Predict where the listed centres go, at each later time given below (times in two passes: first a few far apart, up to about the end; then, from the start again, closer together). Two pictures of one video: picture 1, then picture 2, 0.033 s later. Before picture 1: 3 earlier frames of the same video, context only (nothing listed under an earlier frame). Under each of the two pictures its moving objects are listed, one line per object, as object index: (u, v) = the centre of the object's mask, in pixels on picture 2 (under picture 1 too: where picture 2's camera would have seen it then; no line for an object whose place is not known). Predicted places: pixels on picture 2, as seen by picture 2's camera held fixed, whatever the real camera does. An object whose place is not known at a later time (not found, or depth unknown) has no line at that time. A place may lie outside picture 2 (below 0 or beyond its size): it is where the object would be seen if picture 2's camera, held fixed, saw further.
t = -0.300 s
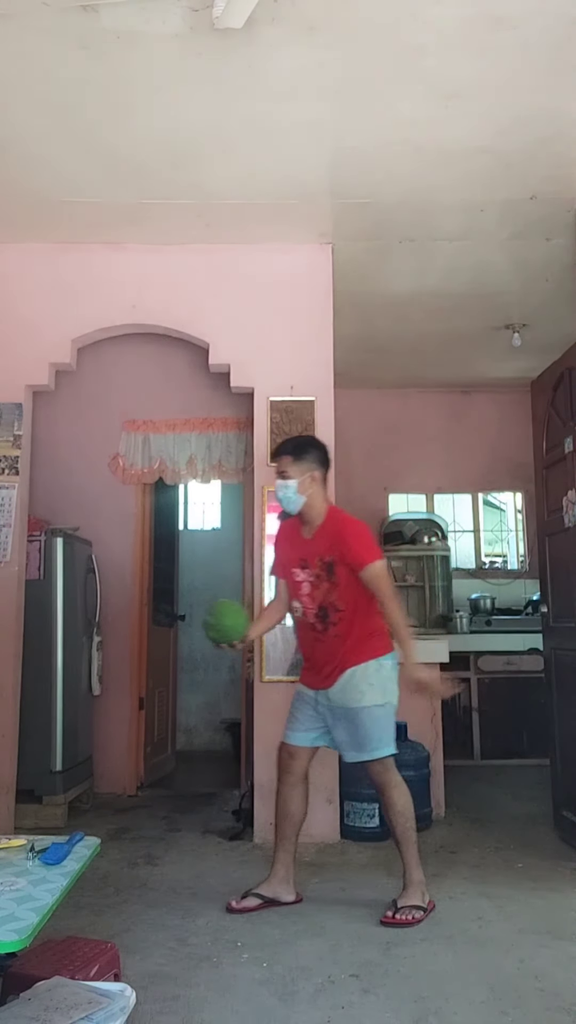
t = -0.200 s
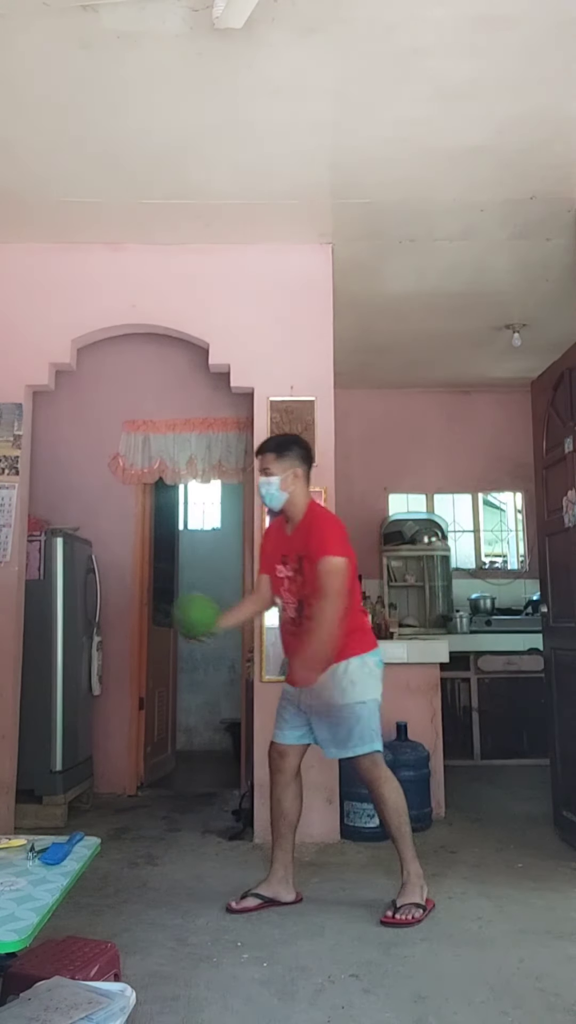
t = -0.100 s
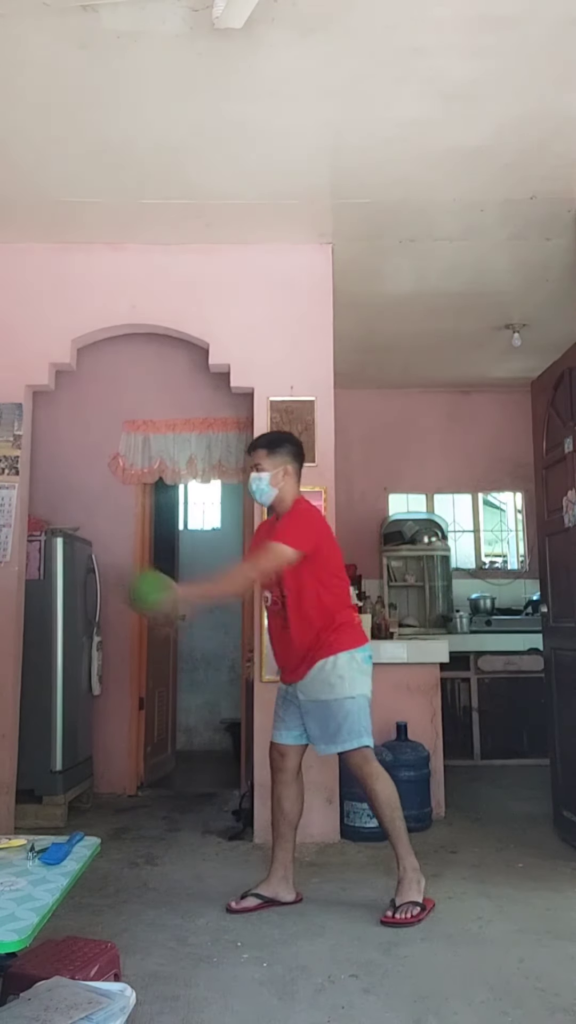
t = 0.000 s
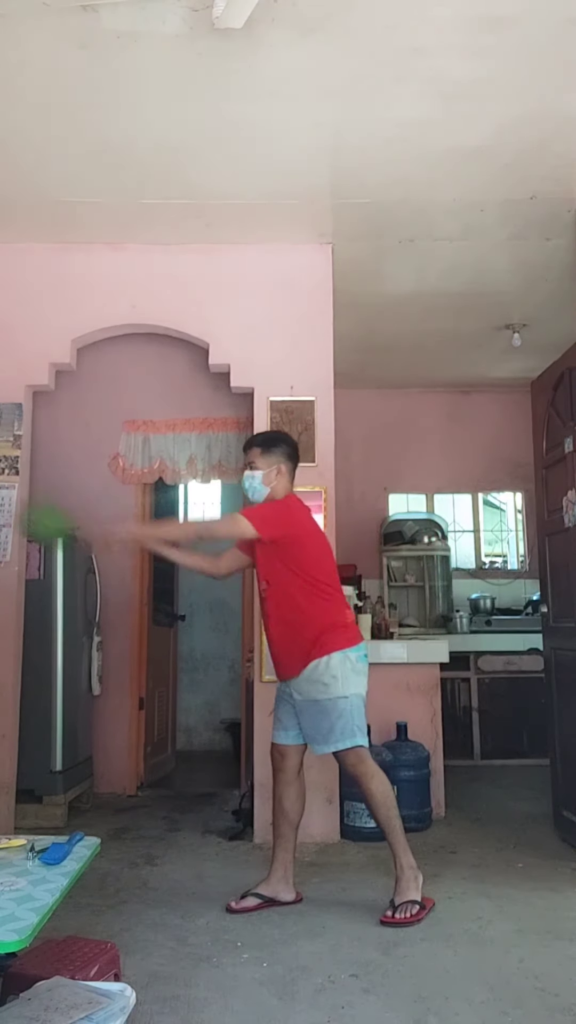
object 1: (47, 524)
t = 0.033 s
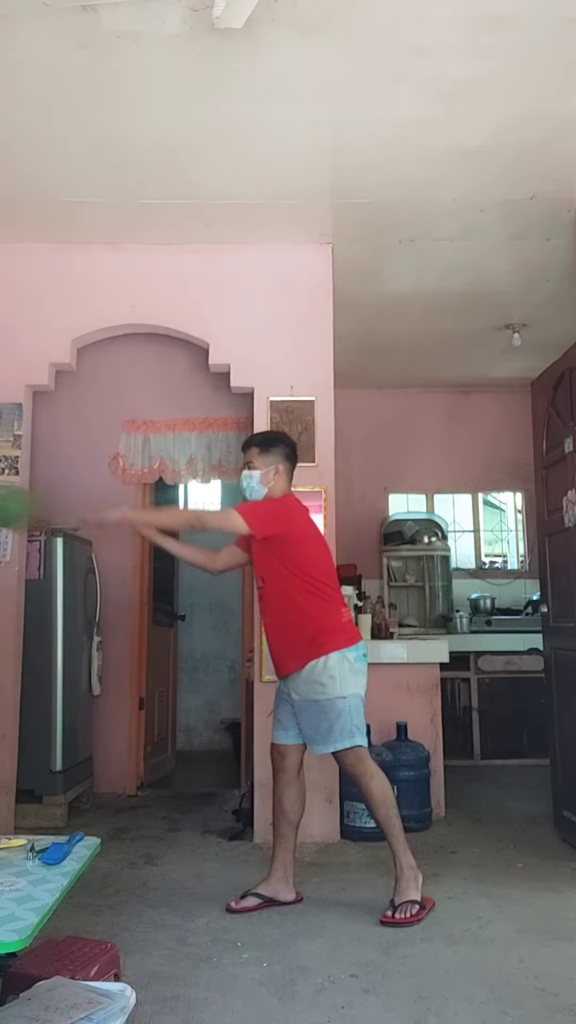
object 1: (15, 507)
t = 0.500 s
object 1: (12, 592)
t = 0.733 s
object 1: (155, 871)
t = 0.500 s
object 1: (12, 592)
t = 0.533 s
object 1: (28, 620)
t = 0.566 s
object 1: (44, 648)
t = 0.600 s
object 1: (74, 689)
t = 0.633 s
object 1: (90, 724)
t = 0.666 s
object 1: (115, 771)
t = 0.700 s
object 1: (138, 816)
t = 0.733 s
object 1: (155, 871)
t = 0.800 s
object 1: (191, 868)
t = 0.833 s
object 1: (204, 832)
